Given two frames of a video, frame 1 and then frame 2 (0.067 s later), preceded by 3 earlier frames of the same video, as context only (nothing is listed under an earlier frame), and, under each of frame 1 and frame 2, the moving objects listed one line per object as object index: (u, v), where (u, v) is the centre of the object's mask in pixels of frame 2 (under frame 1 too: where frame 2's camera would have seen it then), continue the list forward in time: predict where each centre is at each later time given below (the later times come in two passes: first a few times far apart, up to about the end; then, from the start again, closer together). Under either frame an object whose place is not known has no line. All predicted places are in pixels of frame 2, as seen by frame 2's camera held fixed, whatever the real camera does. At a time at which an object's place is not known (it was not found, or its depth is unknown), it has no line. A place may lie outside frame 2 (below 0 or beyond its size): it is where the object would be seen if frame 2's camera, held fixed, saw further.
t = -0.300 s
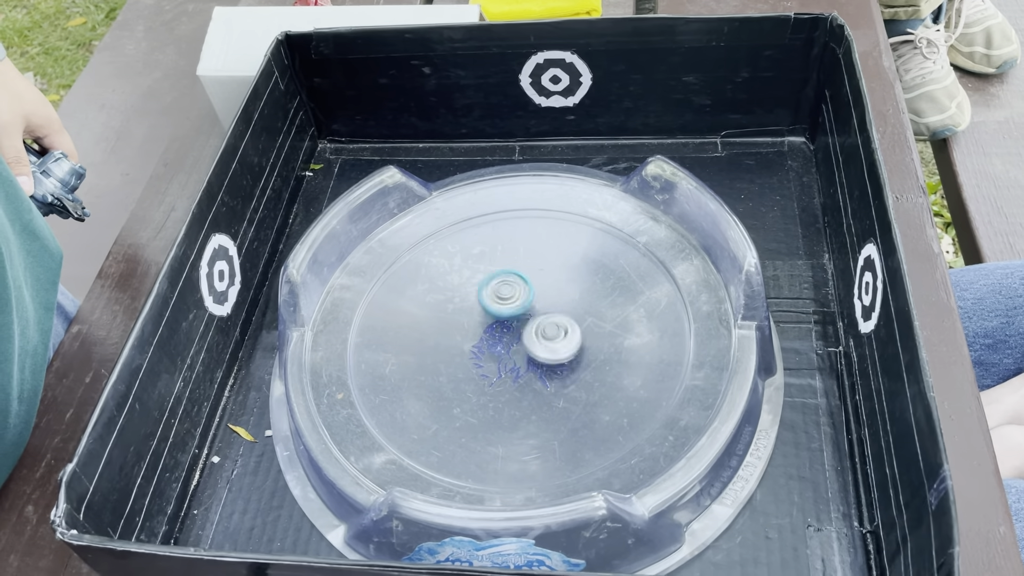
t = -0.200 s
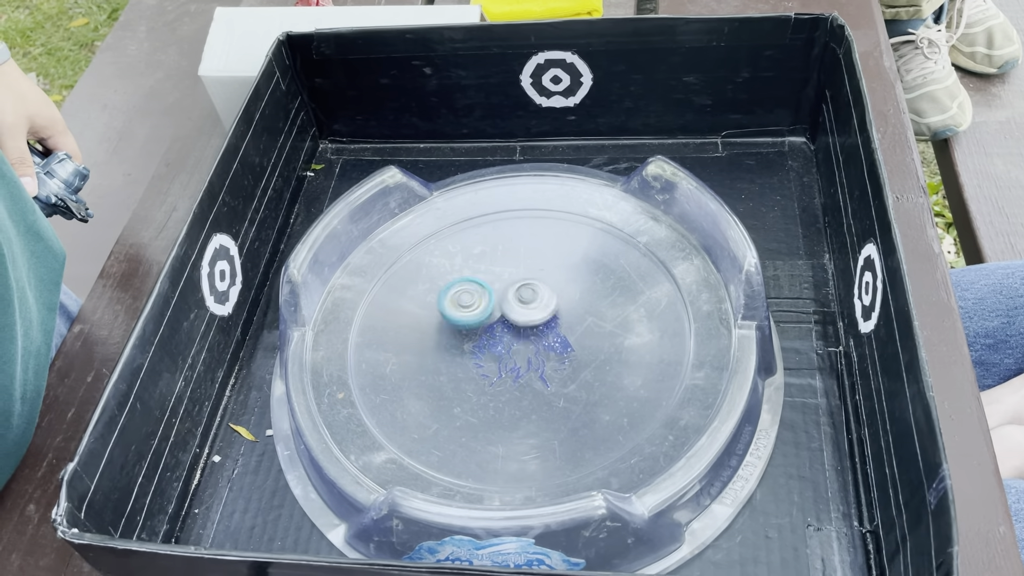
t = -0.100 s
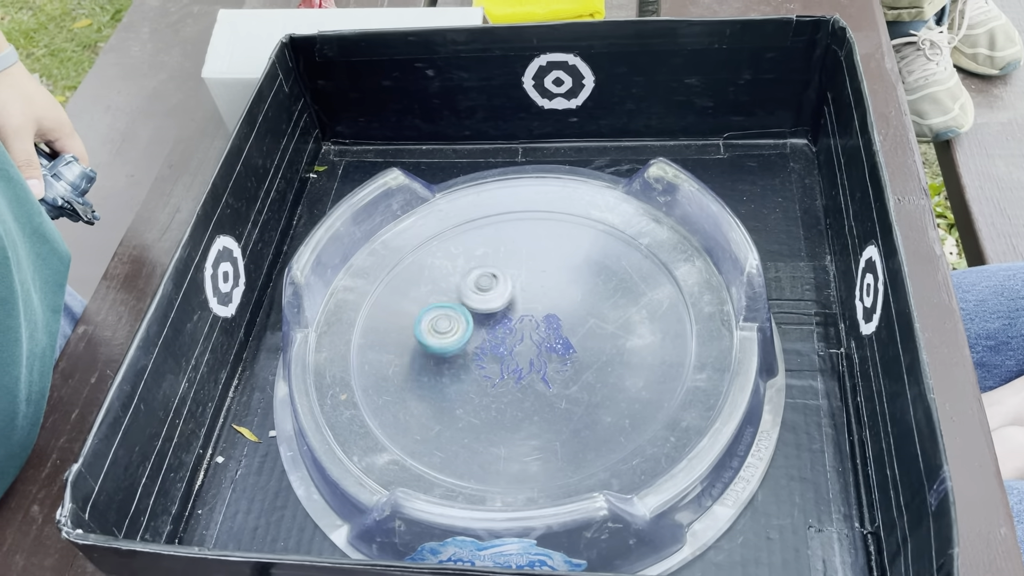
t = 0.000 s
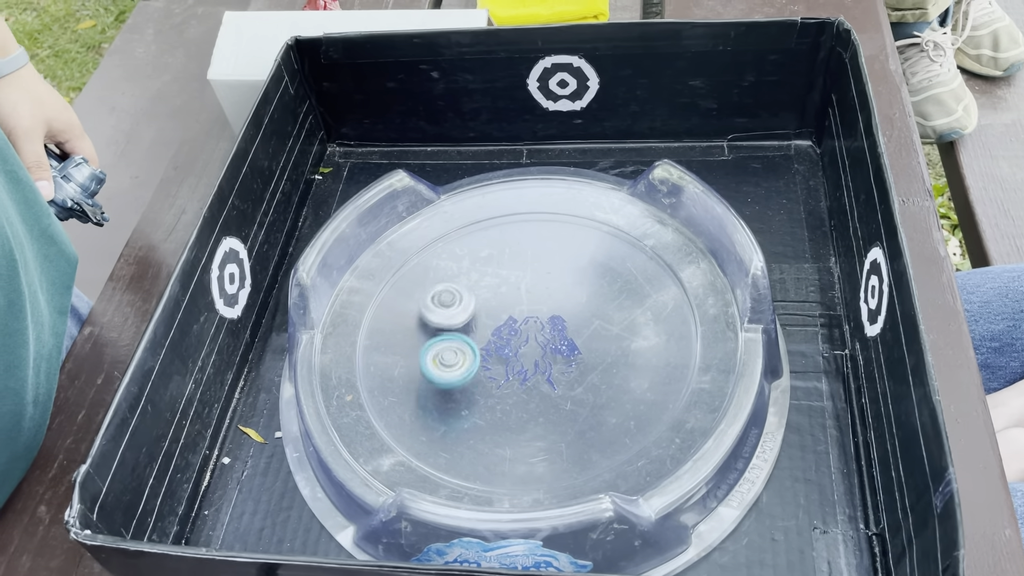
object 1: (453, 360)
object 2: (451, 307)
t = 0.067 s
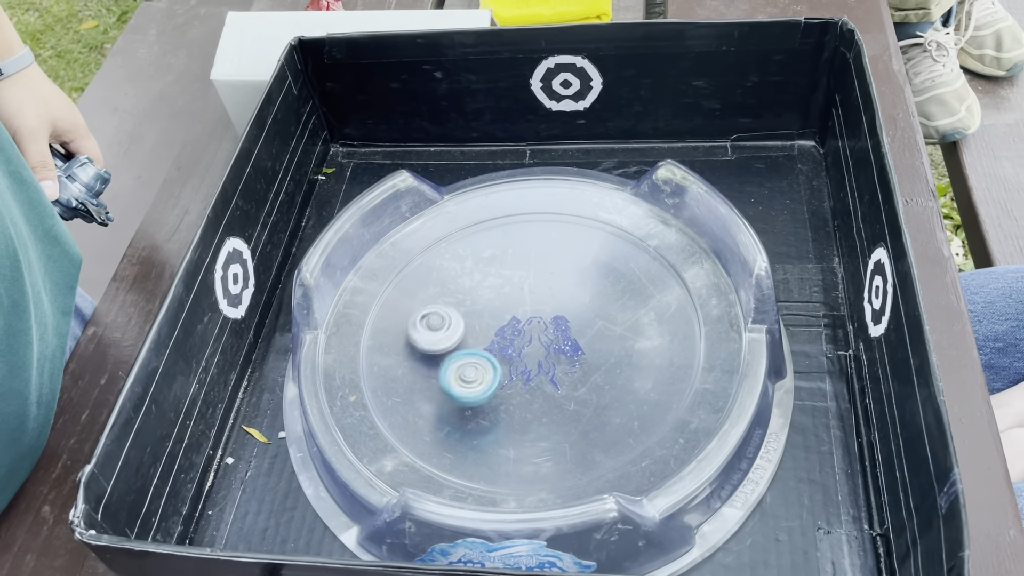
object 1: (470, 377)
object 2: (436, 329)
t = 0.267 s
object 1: (551, 358)
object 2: (492, 384)
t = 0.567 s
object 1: (615, 254)
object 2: (576, 296)
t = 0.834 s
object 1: (552, 233)
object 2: (487, 271)
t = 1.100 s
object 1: (524, 292)
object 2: (467, 393)
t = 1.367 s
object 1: (551, 350)
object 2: (583, 435)
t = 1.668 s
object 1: (489, 306)
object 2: (652, 362)
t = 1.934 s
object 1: (411, 308)
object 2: (548, 325)
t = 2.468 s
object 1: (371, 383)
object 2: (440, 388)
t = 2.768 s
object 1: (365, 352)
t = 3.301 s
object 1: (521, 378)
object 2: (484, 292)
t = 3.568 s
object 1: (551, 426)
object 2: (508, 352)
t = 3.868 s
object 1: (518, 416)
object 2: (584, 364)
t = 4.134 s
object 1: (501, 367)
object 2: (552, 327)
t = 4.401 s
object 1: (469, 353)
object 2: (506, 321)
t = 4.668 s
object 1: (456, 373)
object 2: (513, 357)
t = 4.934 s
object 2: (549, 339)
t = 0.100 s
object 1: (483, 382)
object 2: (435, 342)
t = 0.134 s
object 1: (498, 383)
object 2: (439, 355)
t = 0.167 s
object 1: (512, 382)
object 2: (448, 367)
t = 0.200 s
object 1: (525, 377)
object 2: (461, 377)
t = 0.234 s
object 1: (538, 369)
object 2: (476, 383)
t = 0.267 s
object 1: (551, 358)
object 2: (492, 384)
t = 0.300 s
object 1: (569, 350)
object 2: (510, 384)
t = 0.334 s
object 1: (577, 340)
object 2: (527, 378)
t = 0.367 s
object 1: (586, 330)
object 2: (541, 369)
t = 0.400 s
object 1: (595, 317)
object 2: (554, 360)
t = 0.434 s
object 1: (602, 305)
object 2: (564, 348)
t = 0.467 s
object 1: (608, 291)
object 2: (571, 336)
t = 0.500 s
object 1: (614, 278)
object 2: (576, 323)
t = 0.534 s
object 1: (616, 266)
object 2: (577, 309)
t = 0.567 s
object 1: (615, 254)
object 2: (576, 296)
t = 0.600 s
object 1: (614, 244)
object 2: (572, 284)
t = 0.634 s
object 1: (610, 235)
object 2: (565, 273)
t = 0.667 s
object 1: (604, 228)
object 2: (554, 265)
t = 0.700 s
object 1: (597, 223)
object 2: (542, 260)
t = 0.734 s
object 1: (587, 221)
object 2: (528, 257)
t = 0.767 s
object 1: (575, 223)
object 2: (514, 259)
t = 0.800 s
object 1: (563, 227)
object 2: (499, 264)
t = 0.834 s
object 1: (552, 233)
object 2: (487, 271)
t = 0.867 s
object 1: (540, 242)
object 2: (478, 282)
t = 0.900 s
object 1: (529, 252)
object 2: (471, 295)
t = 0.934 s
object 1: (520, 264)
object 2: (467, 308)
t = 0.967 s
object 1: (511, 275)
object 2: (467, 321)
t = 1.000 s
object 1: (503, 289)
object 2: (469, 334)
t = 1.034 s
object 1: (512, 287)
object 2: (463, 357)
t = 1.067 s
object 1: (518, 287)
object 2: (462, 378)
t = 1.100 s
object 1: (524, 292)
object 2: (467, 393)
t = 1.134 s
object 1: (525, 297)
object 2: (476, 406)
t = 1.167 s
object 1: (526, 306)
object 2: (487, 417)
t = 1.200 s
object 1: (527, 314)
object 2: (500, 427)
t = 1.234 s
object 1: (531, 323)
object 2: (515, 434)
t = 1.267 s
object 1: (535, 330)
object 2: (532, 439)
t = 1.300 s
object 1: (540, 338)
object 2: (549, 441)
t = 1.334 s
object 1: (545, 344)
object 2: (567, 440)
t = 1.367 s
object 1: (551, 350)
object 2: (583, 435)
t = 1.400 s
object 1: (557, 355)
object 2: (597, 427)
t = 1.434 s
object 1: (562, 359)
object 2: (608, 416)
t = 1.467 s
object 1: (567, 361)
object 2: (616, 404)
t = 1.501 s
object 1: (560, 353)
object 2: (630, 397)
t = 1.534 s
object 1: (543, 335)
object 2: (646, 397)
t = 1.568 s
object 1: (527, 322)
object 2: (654, 391)
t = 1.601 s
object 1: (513, 314)
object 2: (658, 382)
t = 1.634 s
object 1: (502, 310)
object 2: (657, 372)
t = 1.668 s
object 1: (489, 306)
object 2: (652, 362)
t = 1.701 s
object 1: (477, 303)
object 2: (644, 354)
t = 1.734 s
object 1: (466, 301)
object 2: (635, 346)
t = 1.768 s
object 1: (454, 300)
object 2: (622, 340)
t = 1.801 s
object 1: (444, 299)
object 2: (608, 335)
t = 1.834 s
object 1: (433, 299)
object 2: (594, 332)
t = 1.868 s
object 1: (424, 300)
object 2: (578, 329)
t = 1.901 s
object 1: (415, 304)
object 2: (564, 327)
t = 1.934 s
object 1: (411, 308)
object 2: (548, 325)
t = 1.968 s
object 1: (408, 313)
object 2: (532, 325)
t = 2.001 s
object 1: (409, 320)
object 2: (517, 325)
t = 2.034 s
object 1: (413, 326)
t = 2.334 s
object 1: (370, 368)
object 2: (444, 363)
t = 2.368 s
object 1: (369, 373)
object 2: (440, 368)
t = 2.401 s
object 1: (375, 379)
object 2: (437, 375)
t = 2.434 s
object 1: (374, 380)
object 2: (437, 381)
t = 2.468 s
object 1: (371, 383)
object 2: (440, 388)
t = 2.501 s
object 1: (367, 383)
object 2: (445, 394)
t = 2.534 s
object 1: (362, 381)
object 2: (453, 399)
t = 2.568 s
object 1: (357, 378)
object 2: (464, 401)
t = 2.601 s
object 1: (353, 375)
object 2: (474, 400)
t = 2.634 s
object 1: (352, 370)
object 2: (485, 397)
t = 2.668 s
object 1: (352, 365)
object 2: (495, 393)
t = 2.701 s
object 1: (354, 360)
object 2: (503, 387)
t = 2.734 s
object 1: (358, 355)
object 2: (511, 380)
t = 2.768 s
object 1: (365, 352)
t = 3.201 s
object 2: (504, 279)
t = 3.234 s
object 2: (495, 281)
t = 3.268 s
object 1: (513, 373)
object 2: (488, 286)
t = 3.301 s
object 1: (521, 378)
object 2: (484, 292)
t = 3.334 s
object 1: (528, 385)
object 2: (481, 300)
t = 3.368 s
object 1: (534, 390)
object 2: (481, 309)
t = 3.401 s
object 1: (539, 396)
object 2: (482, 317)
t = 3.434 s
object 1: (544, 403)
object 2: (485, 324)
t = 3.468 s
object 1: (547, 409)
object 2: (489, 332)
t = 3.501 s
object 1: (549, 415)
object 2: (495, 339)
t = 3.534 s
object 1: (550, 421)
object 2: (501, 346)
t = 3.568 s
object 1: (551, 426)
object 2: (508, 352)
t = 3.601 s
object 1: (550, 430)
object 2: (514, 357)
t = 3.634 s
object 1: (547, 433)
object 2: (523, 363)
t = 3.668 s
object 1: (543, 436)
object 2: (532, 367)
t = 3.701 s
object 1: (540, 436)
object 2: (541, 370)
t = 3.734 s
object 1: (535, 434)
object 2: (550, 371)
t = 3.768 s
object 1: (530, 432)
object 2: (559, 371)
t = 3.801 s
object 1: (525, 427)
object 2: (569, 371)
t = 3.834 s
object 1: (521, 422)
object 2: (577, 368)
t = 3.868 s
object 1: (518, 416)
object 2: (584, 364)
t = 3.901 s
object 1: (516, 410)
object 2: (588, 357)
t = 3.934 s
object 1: (513, 403)
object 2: (589, 351)
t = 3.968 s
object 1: (512, 396)
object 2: (585, 345)
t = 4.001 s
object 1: (512, 388)
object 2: (579, 341)
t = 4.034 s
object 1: (512, 381)
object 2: (571, 338)
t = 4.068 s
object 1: (514, 373)
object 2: (562, 337)
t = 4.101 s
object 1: (514, 367)
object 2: (555, 334)
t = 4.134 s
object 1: (501, 367)
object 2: (552, 327)
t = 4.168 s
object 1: (484, 369)
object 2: (551, 321)
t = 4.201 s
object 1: (473, 372)
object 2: (546, 317)
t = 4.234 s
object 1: (467, 372)
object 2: (539, 314)
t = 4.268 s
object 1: (466, 369)
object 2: (532, 314)
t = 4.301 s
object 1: (466, 365)
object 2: (524, 314)
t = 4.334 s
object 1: (467, 361)
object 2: (517, 316)
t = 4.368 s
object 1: (468, 357)
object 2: (510, 319)
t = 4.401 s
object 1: (469, 353)
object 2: (506, 321)
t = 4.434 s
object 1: (462, 358)
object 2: (502, 323)
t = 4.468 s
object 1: (455, 362)
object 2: (498, 328)
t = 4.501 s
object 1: (451, 365)
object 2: (497, 334)
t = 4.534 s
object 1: (449, 368)
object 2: (497, 339)
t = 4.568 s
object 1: (447, 370)
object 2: (499, 344)
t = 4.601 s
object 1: (448, 372)
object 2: (503, 350)
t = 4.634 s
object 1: (450, 373)
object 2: (507, 354)
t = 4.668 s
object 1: (456, 373)
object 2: (513, 357)
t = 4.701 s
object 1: (461, 372)
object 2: (519, 360)
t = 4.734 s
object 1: (465, 370)
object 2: (525, 360)
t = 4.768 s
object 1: (470, 368)
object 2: (532, 360)
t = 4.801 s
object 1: (478, 366)
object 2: (538, 357)
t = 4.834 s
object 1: (484, 365)
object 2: (544, 354)
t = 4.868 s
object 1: (489, 363)
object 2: (547, 350)
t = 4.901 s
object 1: (496, 361)
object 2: (549, 344)
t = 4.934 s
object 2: (549, 339)
